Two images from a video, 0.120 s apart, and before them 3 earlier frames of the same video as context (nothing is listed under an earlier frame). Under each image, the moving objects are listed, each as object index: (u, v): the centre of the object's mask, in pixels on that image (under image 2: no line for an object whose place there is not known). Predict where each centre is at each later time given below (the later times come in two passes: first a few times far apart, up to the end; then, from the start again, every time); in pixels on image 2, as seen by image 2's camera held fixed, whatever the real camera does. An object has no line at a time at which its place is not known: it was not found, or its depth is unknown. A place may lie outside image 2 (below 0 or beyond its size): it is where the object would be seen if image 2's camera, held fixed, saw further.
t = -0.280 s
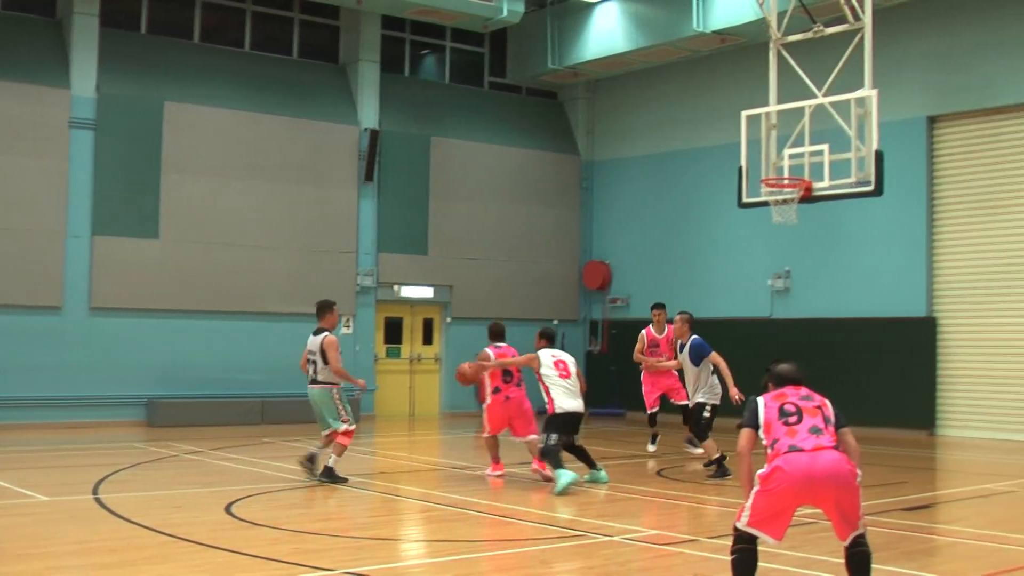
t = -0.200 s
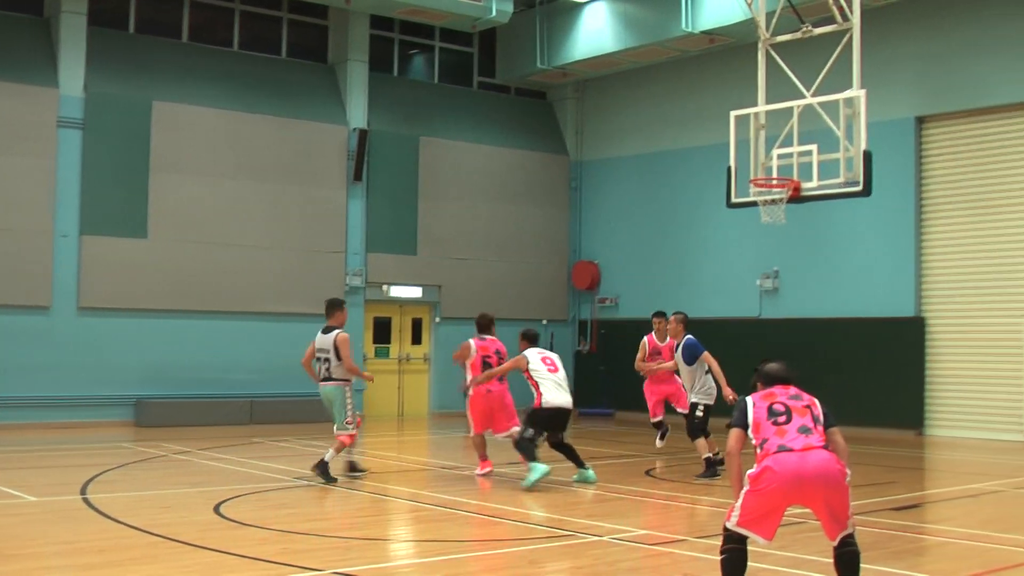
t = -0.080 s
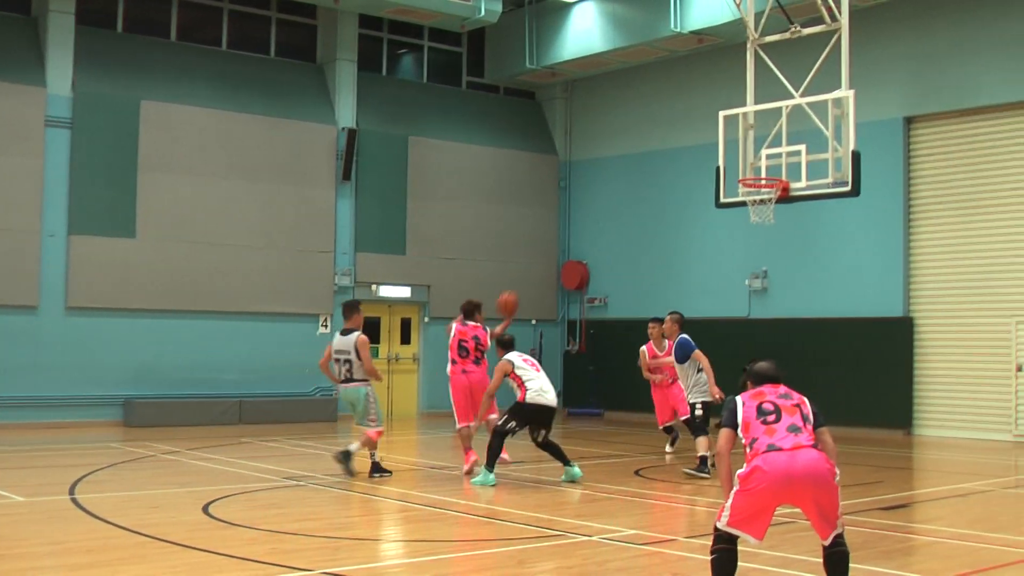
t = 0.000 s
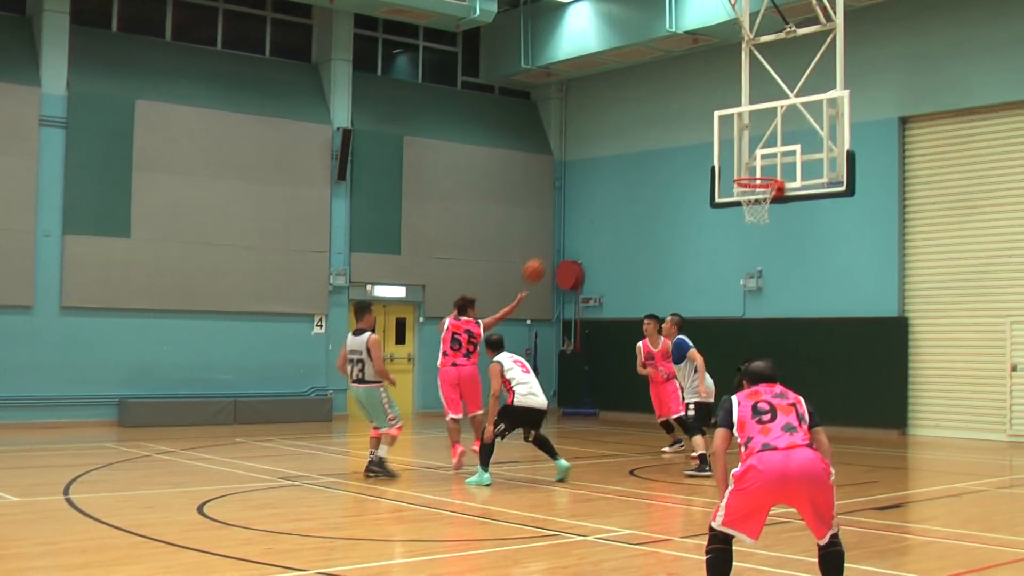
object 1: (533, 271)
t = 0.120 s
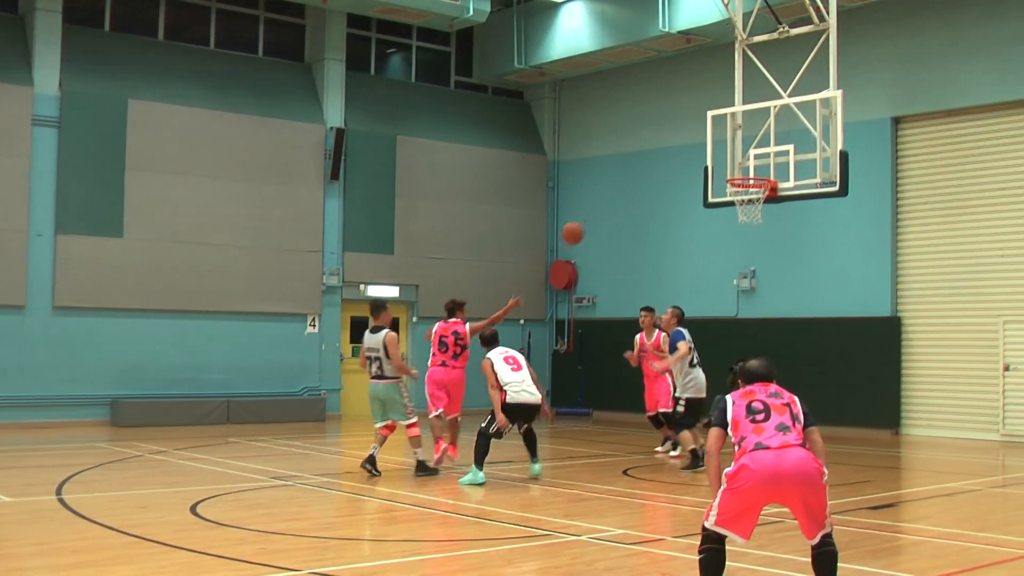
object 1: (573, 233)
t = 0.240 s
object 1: (617, 210)
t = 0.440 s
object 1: (689, 199)
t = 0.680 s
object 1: (721, 229)
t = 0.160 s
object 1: (587, 224)
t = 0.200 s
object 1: (602, 216)
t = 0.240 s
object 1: (617, 210)
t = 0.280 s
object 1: (632, 205)
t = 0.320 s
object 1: (646, 201)
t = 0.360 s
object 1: (661, 199)
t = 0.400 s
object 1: (675, 199)
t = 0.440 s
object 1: (689, 199)
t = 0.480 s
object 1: (703, 202)
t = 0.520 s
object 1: (718, 206)
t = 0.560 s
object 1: (722, 209)
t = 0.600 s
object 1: (722, 214)
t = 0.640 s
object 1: (721, 221)
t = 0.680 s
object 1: (721, 229)
